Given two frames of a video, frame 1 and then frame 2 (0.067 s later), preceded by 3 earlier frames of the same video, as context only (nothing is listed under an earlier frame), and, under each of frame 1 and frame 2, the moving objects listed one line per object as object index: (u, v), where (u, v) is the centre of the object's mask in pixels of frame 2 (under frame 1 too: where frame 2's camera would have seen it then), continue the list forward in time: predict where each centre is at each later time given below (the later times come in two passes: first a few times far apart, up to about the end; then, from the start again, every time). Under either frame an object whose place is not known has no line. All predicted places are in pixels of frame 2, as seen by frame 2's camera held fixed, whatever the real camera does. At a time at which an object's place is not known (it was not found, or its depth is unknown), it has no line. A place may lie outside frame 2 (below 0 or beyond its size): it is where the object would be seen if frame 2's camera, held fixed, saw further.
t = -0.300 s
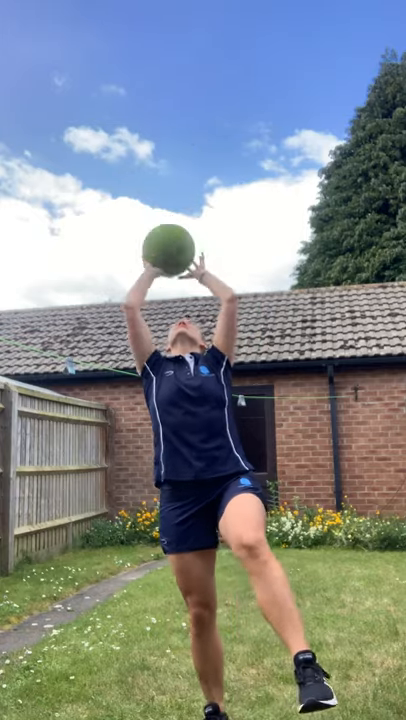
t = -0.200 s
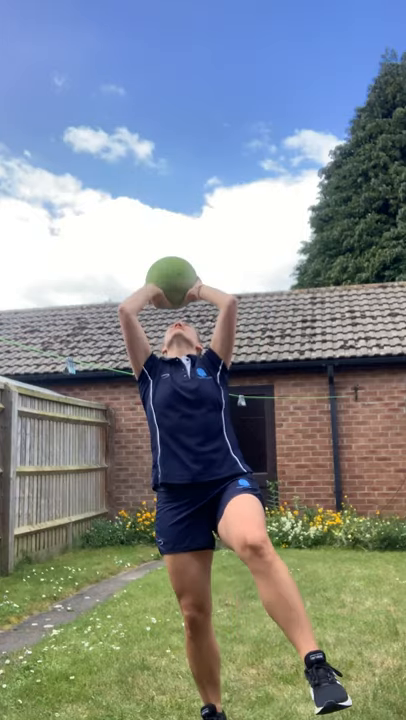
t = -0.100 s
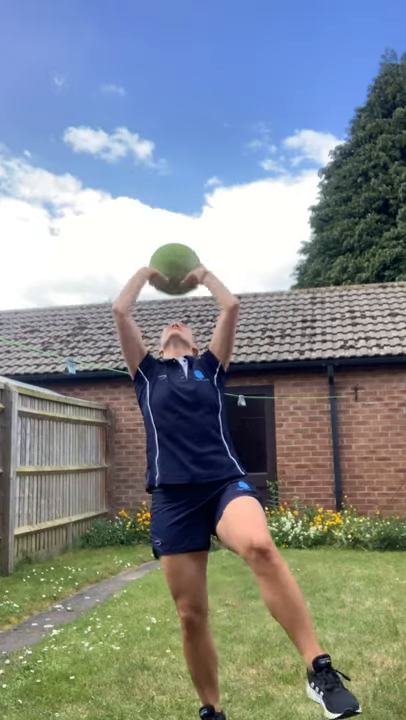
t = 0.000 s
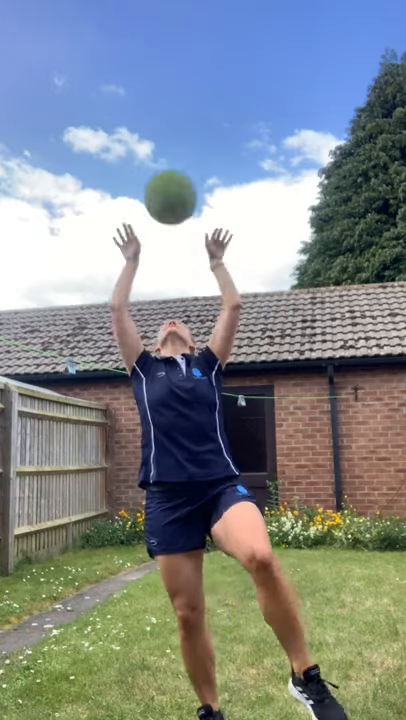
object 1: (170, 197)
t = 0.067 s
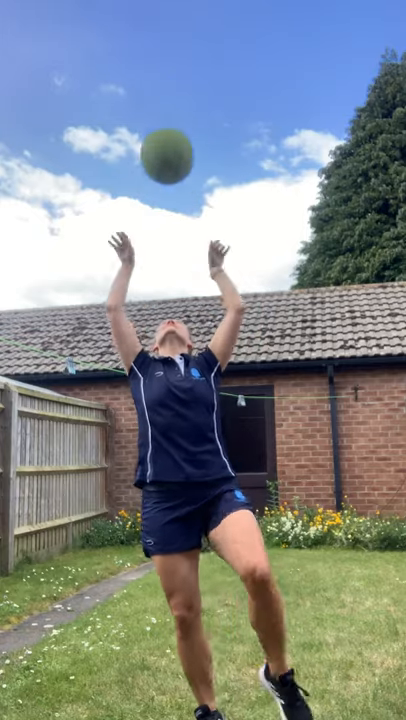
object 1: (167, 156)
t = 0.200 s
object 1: (160, 99)
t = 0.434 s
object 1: (148, 91)
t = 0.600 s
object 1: (137, 163)
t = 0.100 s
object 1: (165, 138)
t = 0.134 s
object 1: (163, 123)
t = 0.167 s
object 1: (162, 109)
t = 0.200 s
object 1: (160, 99)
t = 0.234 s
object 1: (158, 91)
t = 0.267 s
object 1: (157, 85)
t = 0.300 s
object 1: (155, 81)
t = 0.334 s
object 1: (154, 80)
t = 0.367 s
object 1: (151, 81)
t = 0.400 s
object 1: (150, 84)
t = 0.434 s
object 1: (148, 91)
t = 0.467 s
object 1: (146, 100)
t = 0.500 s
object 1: (143, 112)
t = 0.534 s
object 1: (141, 126)
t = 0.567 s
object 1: (139, 143)
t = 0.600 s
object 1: (137, 163)
